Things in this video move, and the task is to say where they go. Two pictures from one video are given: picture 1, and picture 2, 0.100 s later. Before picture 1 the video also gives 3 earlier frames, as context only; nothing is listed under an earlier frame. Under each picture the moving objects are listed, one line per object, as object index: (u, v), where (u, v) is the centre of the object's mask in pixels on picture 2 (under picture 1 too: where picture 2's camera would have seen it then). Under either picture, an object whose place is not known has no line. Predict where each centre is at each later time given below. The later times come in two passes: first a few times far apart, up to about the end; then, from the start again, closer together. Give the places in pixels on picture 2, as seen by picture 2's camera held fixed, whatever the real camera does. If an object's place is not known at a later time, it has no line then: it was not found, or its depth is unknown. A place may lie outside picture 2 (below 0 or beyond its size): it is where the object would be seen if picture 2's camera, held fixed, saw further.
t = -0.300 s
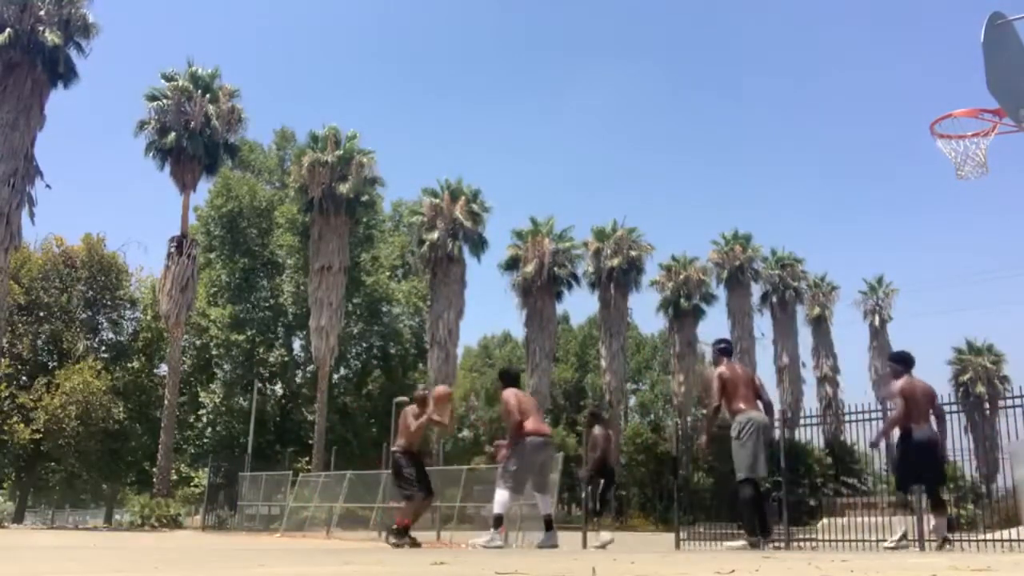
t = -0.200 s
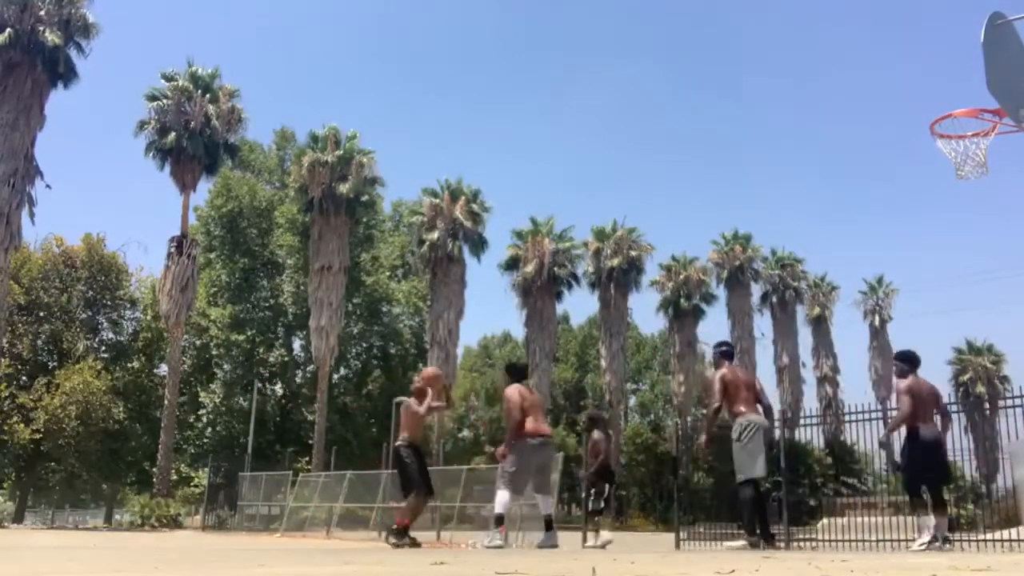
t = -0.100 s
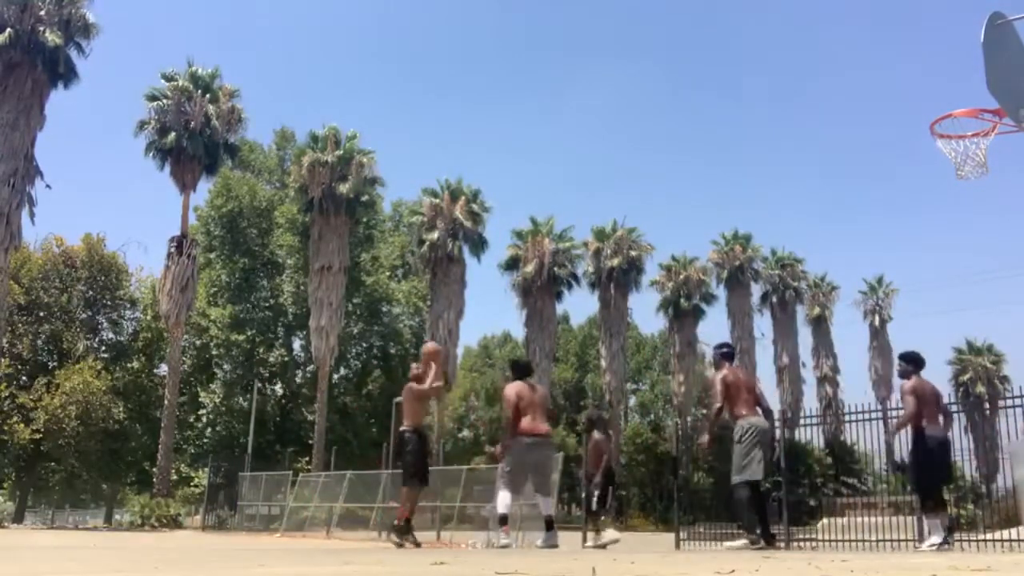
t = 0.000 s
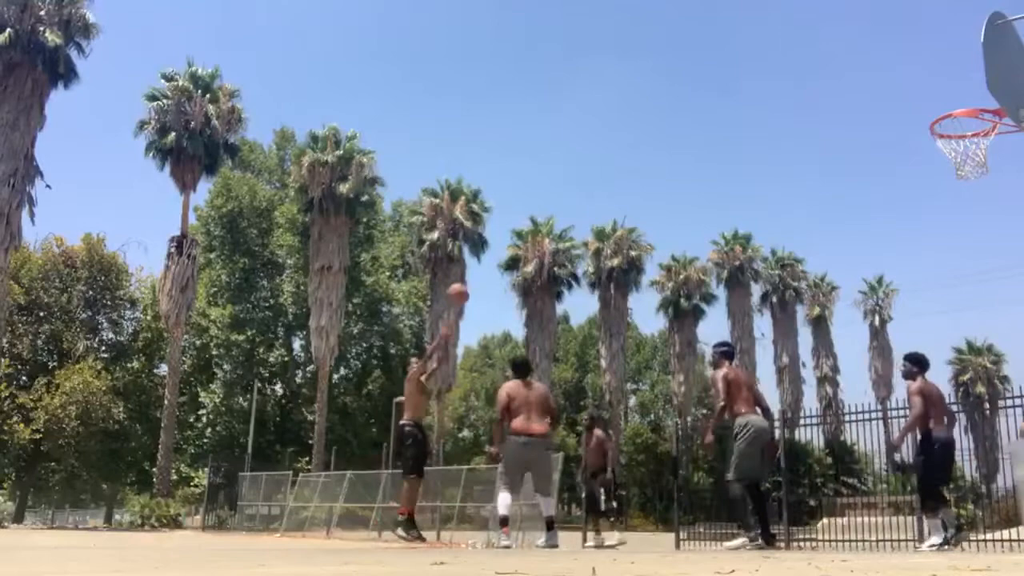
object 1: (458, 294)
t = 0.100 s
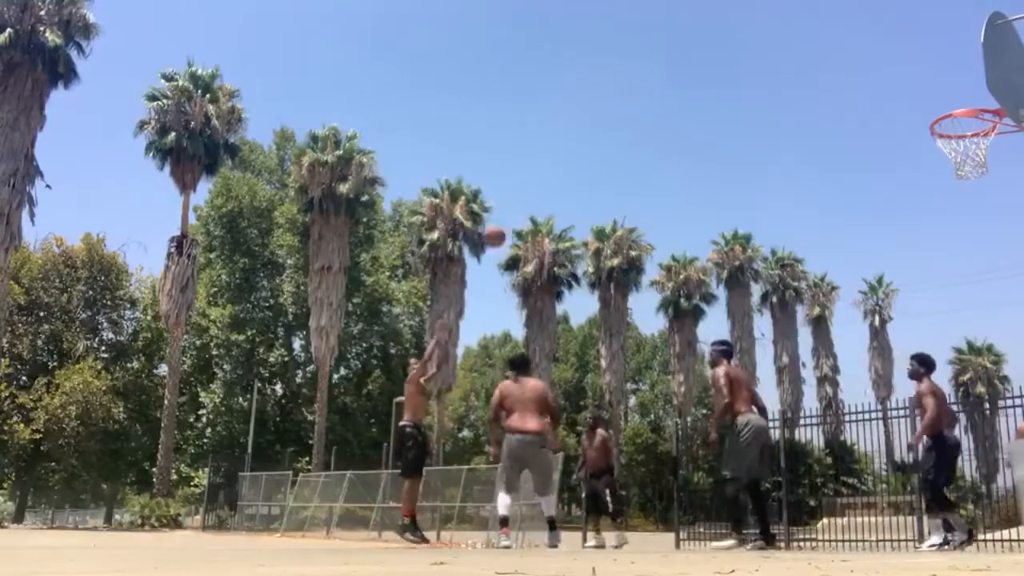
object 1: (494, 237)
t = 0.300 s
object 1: (568, 144)
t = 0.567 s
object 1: (675, 71)
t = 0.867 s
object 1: (815, 62)
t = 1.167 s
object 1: (966, 88)
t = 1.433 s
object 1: (938, 58)
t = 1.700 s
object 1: (861, 123)
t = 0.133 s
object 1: (506, 219)
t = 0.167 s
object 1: (518, 202)
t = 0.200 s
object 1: (531, 186)
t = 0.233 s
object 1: (543, 171)
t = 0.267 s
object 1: (556, 157)
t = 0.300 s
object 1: (568, 144)
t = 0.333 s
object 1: (582, 132)
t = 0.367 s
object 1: (594, 121)
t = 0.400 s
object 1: (607, 111)
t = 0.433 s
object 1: (620, 101)
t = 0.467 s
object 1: (634, 92)
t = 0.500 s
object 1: (647, 84)
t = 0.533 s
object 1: (661, 77)
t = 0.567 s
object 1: (675, 71)
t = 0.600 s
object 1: (690, 65)
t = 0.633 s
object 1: (704, 62)
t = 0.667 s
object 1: (719, 58)
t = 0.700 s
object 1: (734, 56)
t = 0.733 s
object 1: (750, 55)
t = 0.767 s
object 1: (766, 55)
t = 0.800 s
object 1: (782, 57)
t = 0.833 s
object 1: (798, 59)
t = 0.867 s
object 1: (815, 62)
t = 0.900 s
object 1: (833, 67)
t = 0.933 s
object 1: (850, 74)
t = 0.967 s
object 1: (869, 81)
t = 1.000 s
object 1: (887, 91)
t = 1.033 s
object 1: (907, 101)
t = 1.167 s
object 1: (966, 88)
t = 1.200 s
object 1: (974, 77)
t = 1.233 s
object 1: (980, 69)
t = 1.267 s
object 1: (981, 62)
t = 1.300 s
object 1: (975, 56)
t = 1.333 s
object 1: (968, 54)
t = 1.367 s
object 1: (959, 54)
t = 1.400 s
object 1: (949, 56)
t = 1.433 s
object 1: (938, 58)
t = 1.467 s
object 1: (928, 62)
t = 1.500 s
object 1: (918, 67)
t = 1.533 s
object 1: (908, 73)
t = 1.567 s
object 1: (898, 81)
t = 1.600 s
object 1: (889, 90)
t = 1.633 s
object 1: (880, 100)
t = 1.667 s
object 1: (870, 110)
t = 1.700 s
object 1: (861, 123)
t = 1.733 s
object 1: (852, 135)
